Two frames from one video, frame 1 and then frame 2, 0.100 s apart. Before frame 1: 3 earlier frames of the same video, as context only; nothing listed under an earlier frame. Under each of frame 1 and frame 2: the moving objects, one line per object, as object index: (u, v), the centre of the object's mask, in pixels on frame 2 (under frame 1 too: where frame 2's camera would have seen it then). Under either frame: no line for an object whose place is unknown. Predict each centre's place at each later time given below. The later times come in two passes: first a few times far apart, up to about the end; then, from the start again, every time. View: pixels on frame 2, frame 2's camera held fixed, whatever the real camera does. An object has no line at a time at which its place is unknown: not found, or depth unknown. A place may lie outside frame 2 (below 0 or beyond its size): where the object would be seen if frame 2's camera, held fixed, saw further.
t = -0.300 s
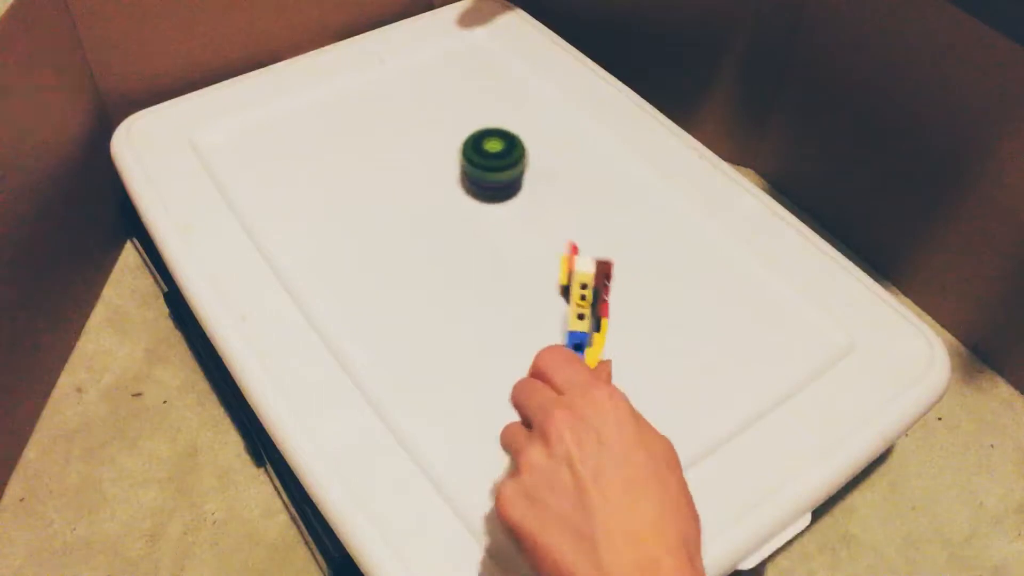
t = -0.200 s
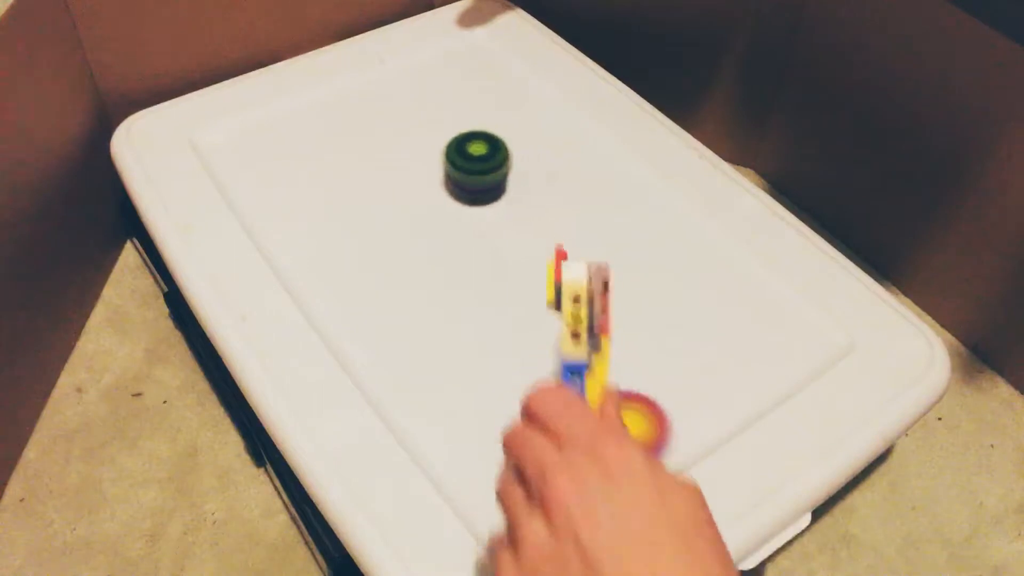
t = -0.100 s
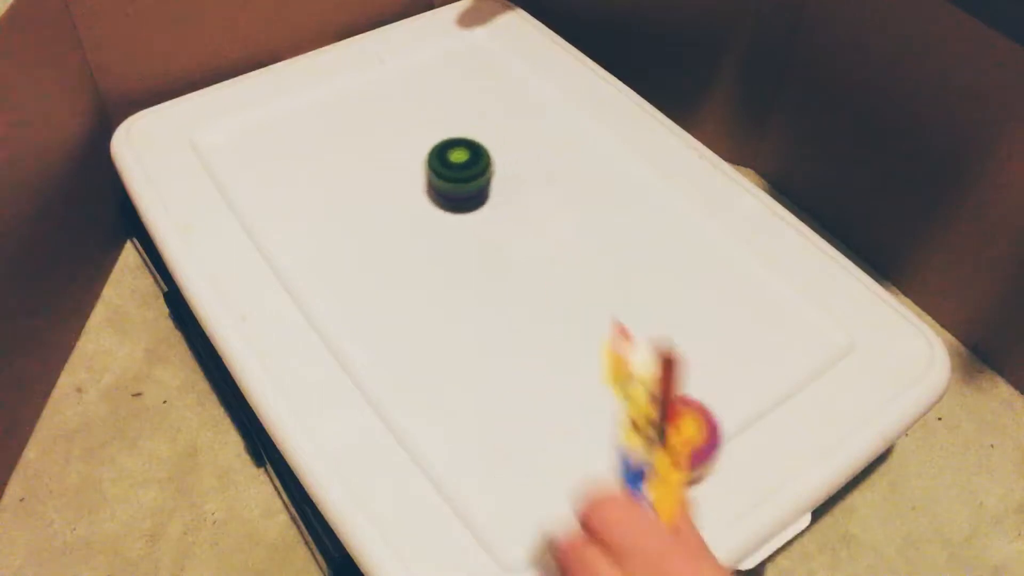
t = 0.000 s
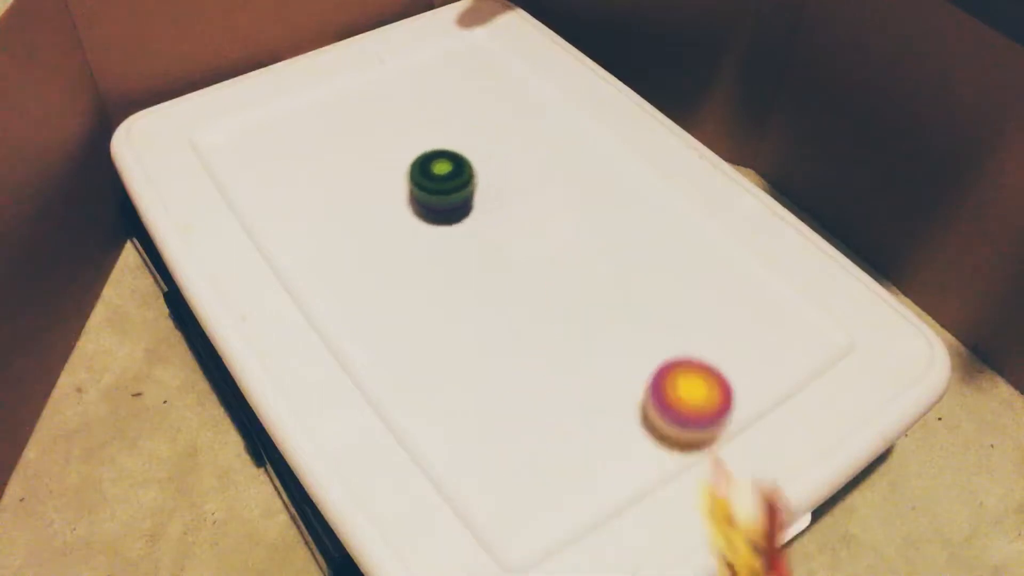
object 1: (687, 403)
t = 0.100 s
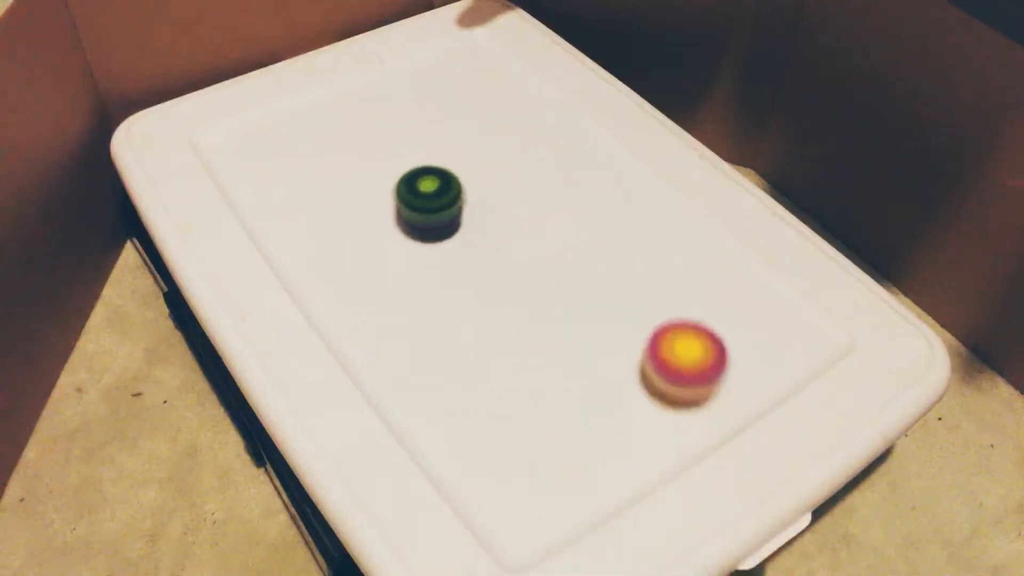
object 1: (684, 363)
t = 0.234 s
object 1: (669, 311)
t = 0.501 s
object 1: (602, 214)
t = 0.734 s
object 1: (495, 152)
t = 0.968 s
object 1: (368, 138)
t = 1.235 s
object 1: (251, 158)
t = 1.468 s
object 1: (260, 170)
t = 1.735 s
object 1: (346, 149)
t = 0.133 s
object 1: (681, 350)
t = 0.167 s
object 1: (678, 337)
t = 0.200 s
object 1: (674, 325)
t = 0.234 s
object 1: (669, 311)
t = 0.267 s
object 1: (664, 299)
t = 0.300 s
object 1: (658, 287)
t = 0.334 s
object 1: (651, 275)
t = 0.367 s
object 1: (643, 262)
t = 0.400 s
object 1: (634, 250)
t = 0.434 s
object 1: (624, 238)
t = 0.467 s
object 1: (614, 226)
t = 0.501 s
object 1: (602, 214)
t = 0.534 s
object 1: (590, 204)
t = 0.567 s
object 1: (577, 193)
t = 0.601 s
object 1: (563, 183)
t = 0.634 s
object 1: (547, 173)
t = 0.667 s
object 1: (530, 165)
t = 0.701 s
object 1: (514, 158)
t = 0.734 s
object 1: (495, 152)
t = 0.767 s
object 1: (477, 148)
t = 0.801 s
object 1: (458, 144)
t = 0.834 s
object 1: (440, 141)
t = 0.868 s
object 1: (421, 140)
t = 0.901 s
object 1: (403, 137)
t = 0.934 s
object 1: (385, 138)
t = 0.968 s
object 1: (368, 138)
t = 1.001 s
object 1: (352, 140)
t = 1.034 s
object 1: (336, 141)
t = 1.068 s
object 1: (320, 143)
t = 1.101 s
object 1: (306, 146)
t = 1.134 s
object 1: (291, 148)
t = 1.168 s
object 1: (277, 150)
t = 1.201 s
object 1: (264, 154)
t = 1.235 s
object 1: (251, 158)
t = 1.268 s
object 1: (238, 162)
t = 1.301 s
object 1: (228, 164)
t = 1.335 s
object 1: (224, 165)
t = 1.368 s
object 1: (227, 168)
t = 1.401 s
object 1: (237, 171)
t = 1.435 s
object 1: (248, 172)
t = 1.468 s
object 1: (260, 170)
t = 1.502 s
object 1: (271, 168)
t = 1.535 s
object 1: (283, 165)
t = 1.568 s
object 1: (294, 162)
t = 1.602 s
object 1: (305, 159)
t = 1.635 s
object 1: (316, 156)
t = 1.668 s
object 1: (327, 154)
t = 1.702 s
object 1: (336, 151)
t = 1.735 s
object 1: (346, 149)
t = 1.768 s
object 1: (353, 147)
